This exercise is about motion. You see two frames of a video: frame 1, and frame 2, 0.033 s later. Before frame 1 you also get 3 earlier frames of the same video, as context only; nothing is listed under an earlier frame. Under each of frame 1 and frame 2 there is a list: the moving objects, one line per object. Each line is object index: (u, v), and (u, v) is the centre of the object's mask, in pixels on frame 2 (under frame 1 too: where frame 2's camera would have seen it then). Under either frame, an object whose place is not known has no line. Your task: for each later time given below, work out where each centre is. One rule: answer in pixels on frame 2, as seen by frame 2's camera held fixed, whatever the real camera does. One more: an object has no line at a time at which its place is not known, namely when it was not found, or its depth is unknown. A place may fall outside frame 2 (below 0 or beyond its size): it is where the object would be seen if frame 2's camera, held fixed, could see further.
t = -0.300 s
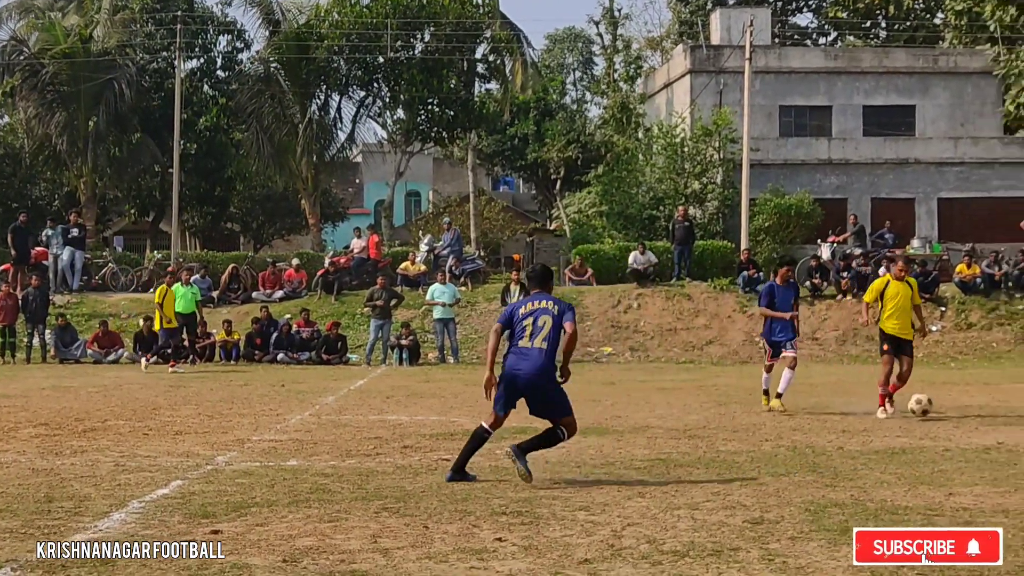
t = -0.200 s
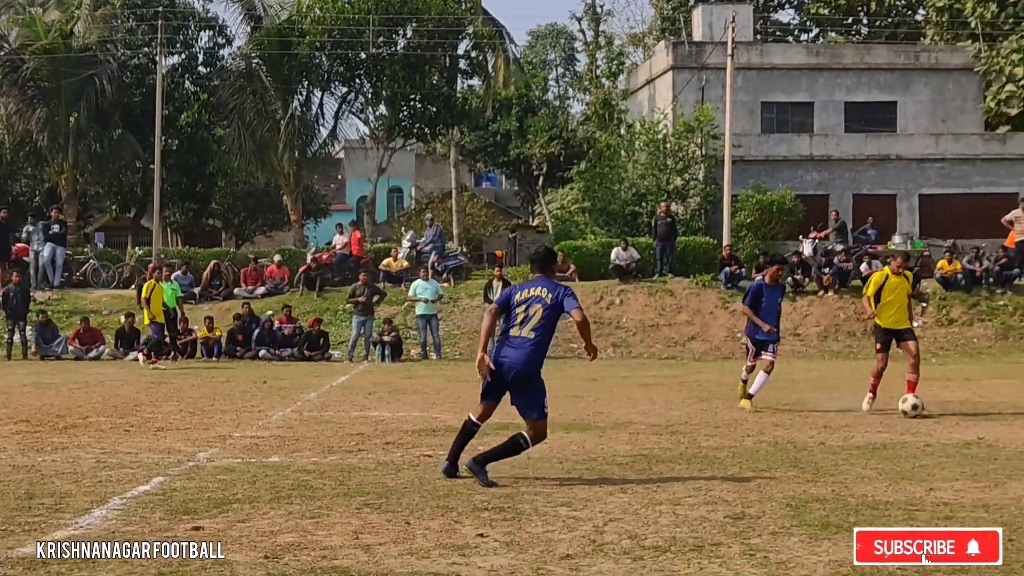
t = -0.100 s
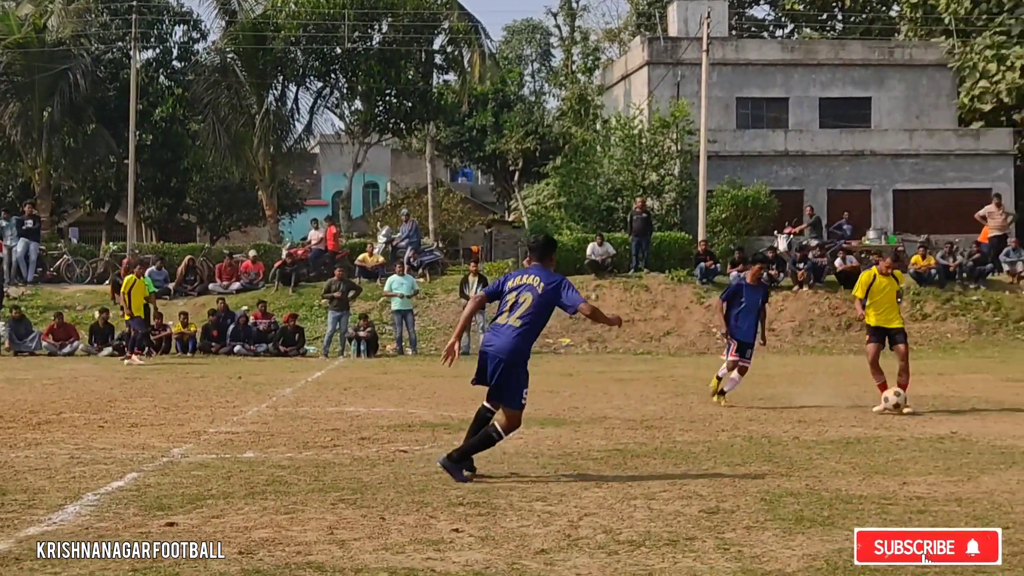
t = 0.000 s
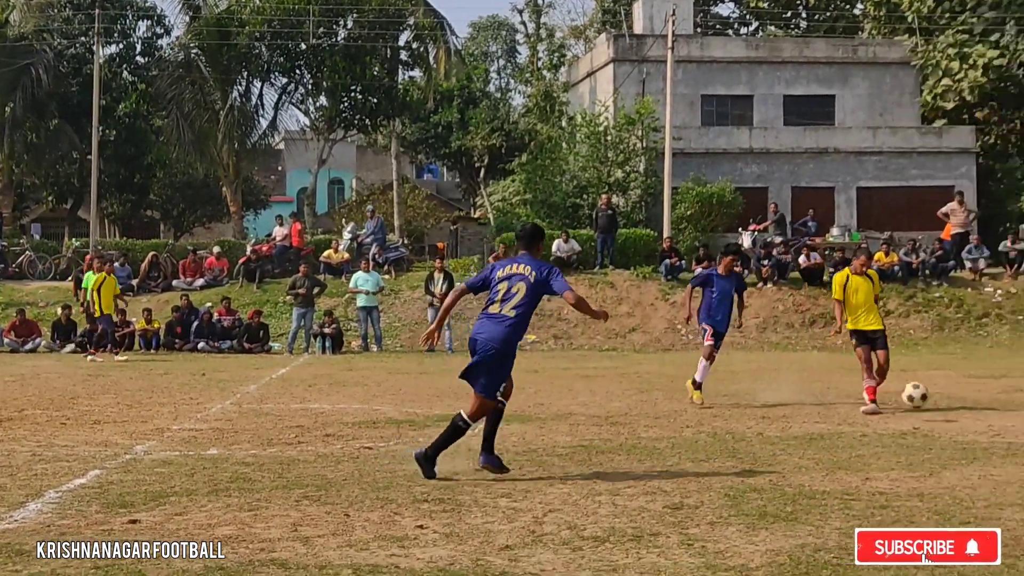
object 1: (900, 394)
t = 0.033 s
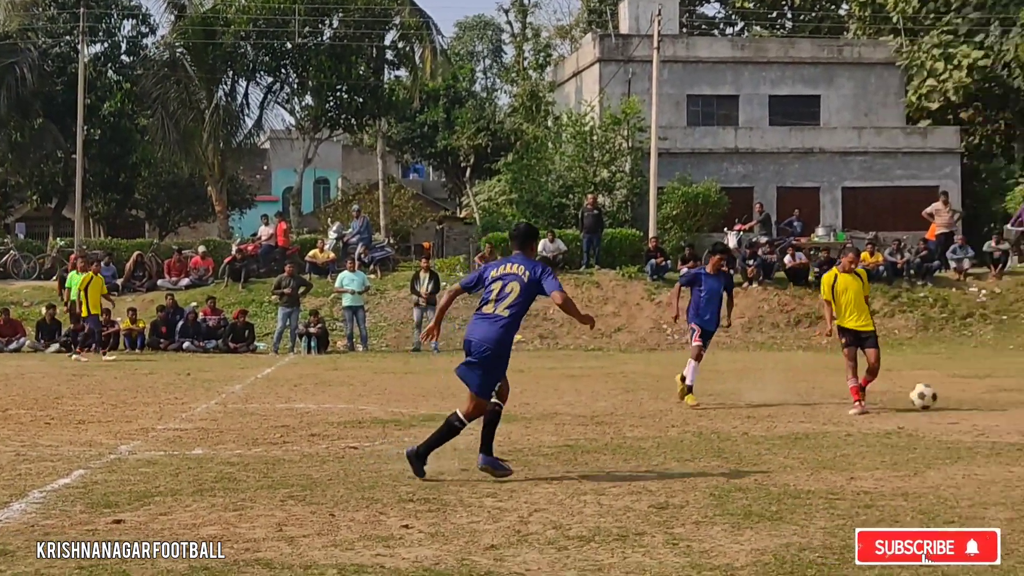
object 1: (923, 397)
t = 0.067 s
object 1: (948, 400)
